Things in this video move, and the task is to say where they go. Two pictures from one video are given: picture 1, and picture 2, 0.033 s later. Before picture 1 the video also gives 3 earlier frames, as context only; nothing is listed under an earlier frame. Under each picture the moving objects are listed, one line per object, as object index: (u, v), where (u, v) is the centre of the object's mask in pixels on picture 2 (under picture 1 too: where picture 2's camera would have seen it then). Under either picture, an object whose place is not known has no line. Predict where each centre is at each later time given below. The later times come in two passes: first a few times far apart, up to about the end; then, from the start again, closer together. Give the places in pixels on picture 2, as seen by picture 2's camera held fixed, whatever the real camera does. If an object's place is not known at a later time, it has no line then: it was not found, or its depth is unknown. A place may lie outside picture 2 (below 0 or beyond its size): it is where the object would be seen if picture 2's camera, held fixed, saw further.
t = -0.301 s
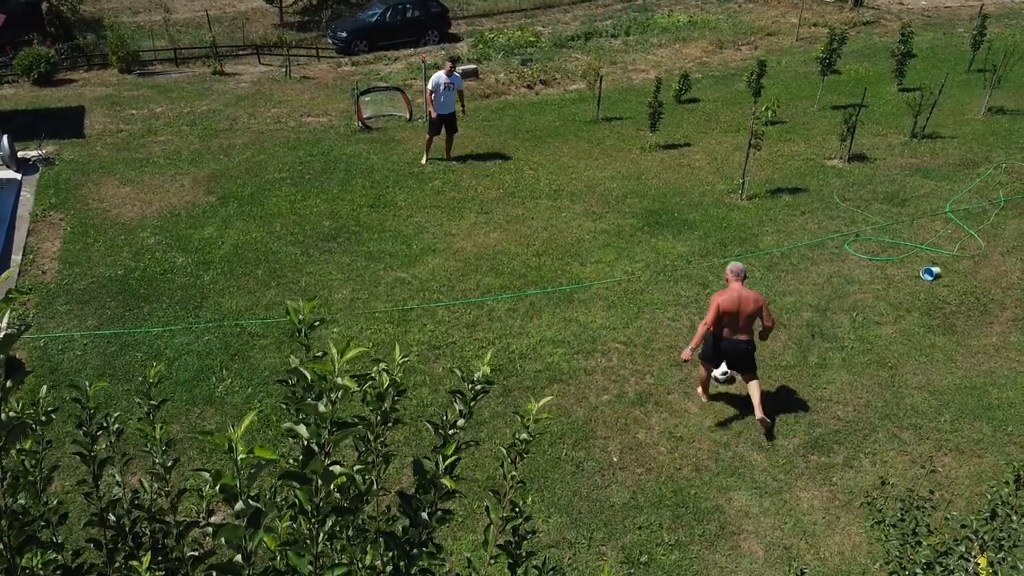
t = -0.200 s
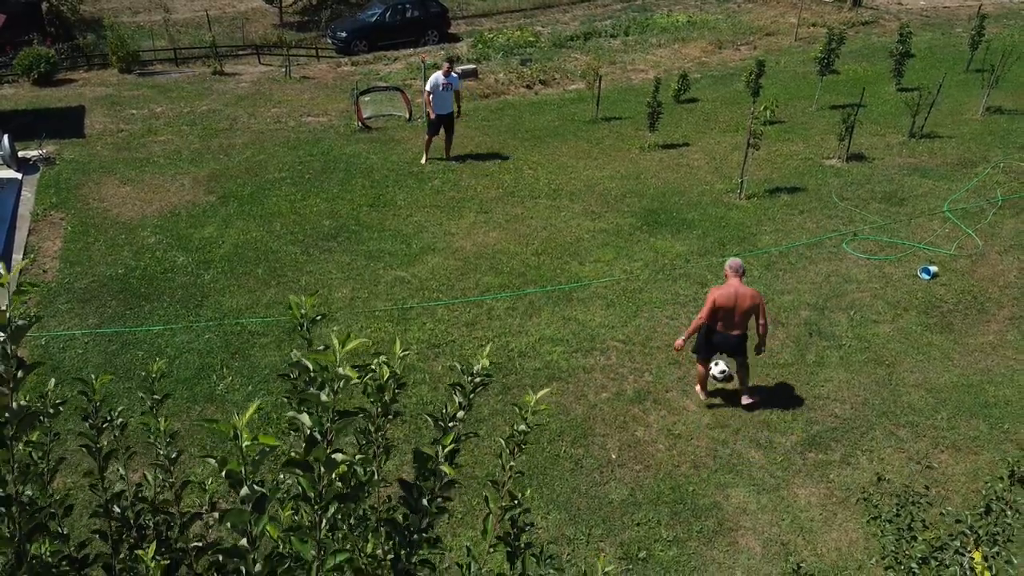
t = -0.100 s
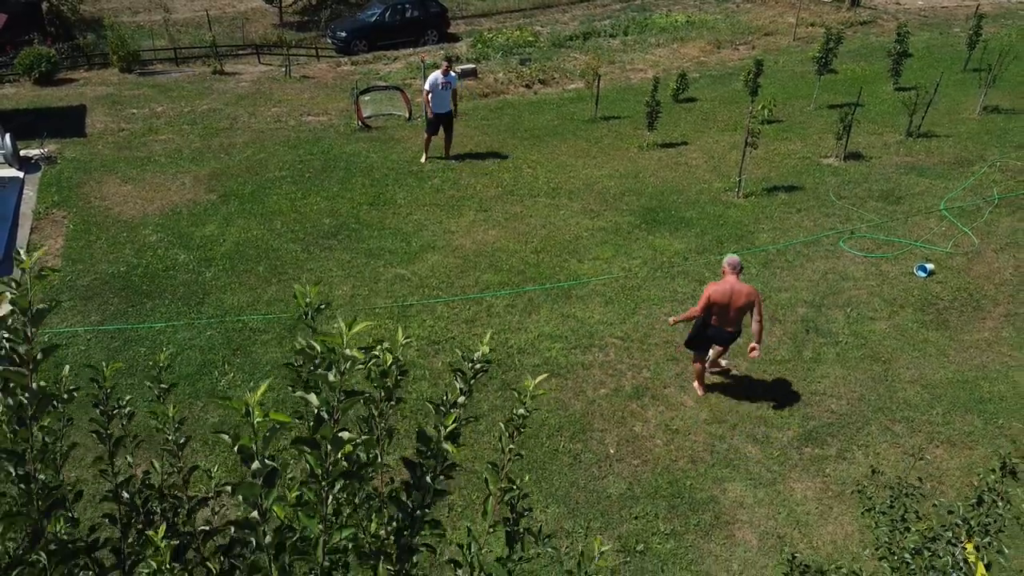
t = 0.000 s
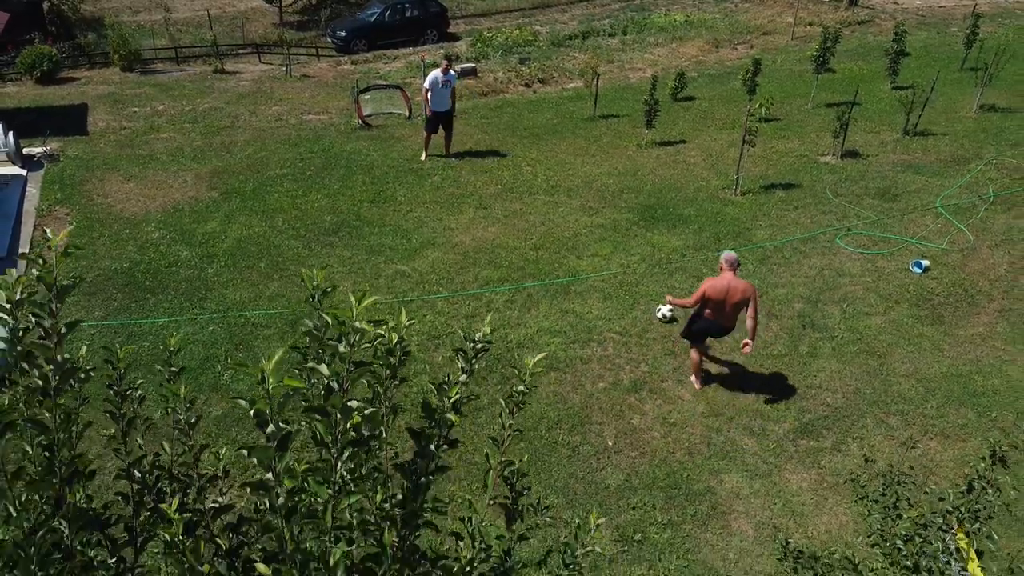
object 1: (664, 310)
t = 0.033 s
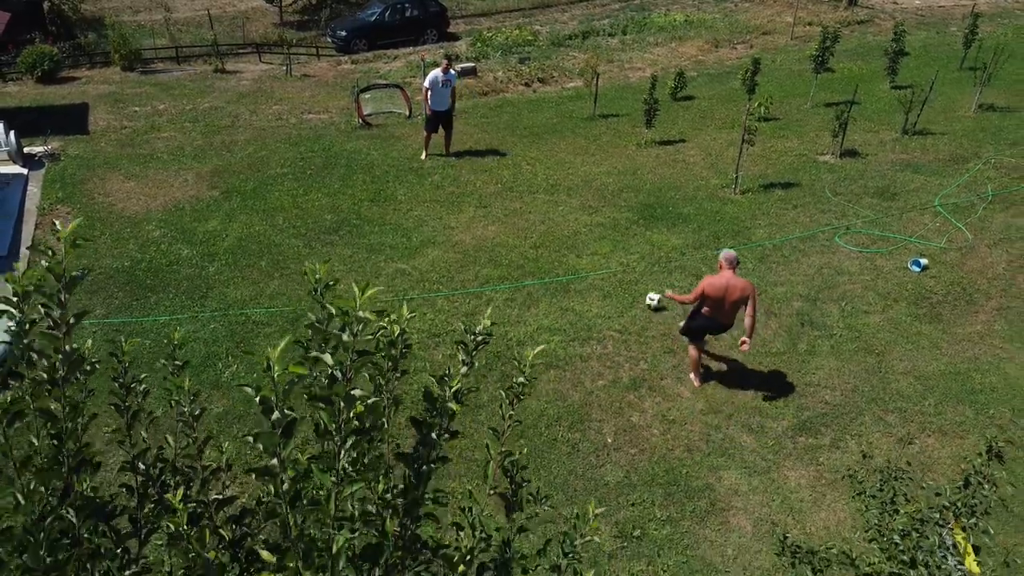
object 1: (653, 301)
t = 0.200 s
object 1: (610, 261)
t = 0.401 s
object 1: (573, 231)
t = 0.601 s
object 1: (544, 207)
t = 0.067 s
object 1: (643, 292)
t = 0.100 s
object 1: (633, 283)
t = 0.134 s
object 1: (624, 276)
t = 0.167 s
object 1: (616, 269)
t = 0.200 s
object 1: (610, 261)
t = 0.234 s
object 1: (603, 255)
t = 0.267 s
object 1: (597, 248)
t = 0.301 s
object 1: (591, 244)
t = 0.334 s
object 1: (584, 239)
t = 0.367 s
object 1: (579, 236)
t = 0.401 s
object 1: (573, 231)
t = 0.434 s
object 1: (568, 226)
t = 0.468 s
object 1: (563, 221)
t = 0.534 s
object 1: (555, 214)
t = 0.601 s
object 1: (544, 207)
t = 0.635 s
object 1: (540, 203)
